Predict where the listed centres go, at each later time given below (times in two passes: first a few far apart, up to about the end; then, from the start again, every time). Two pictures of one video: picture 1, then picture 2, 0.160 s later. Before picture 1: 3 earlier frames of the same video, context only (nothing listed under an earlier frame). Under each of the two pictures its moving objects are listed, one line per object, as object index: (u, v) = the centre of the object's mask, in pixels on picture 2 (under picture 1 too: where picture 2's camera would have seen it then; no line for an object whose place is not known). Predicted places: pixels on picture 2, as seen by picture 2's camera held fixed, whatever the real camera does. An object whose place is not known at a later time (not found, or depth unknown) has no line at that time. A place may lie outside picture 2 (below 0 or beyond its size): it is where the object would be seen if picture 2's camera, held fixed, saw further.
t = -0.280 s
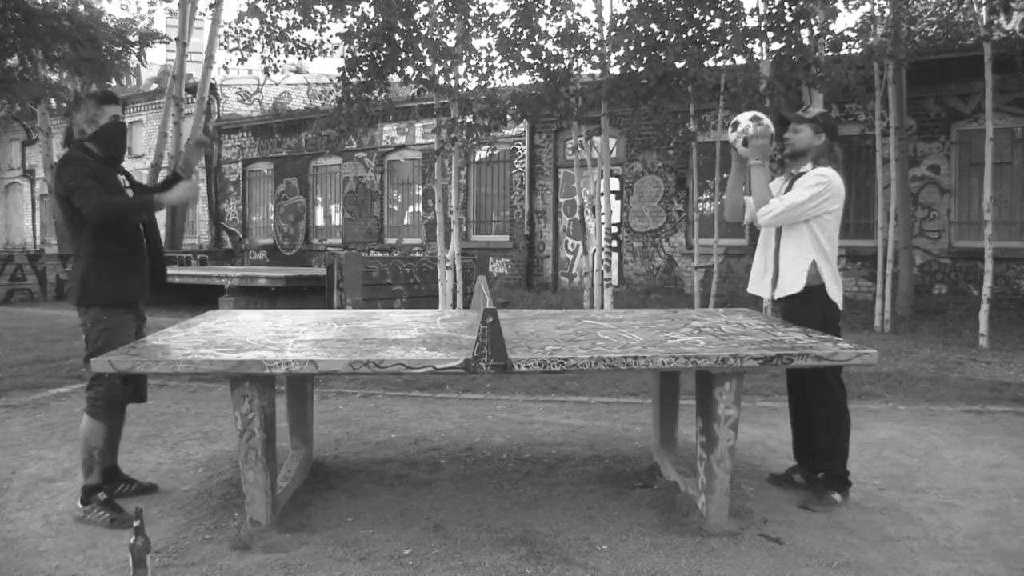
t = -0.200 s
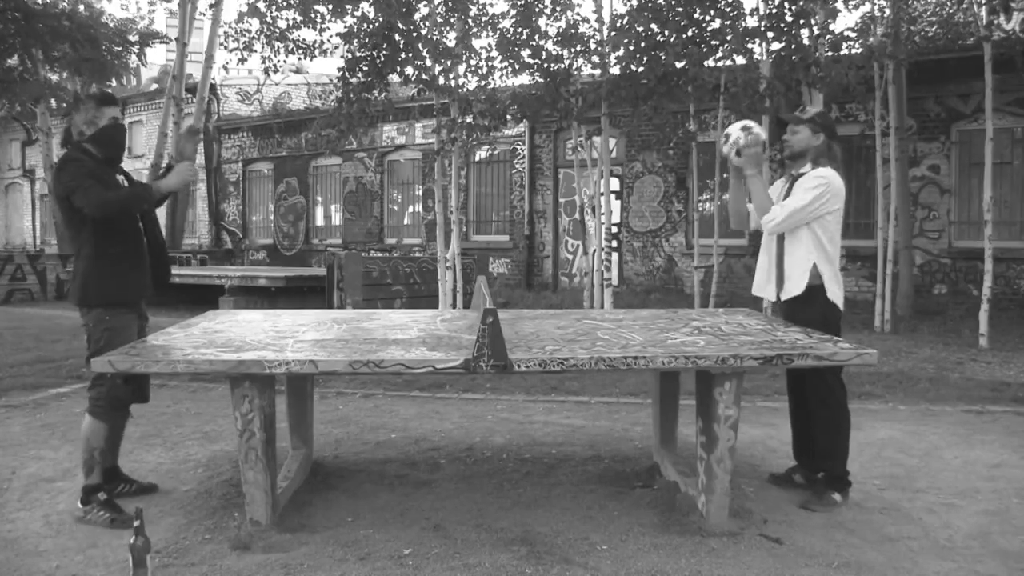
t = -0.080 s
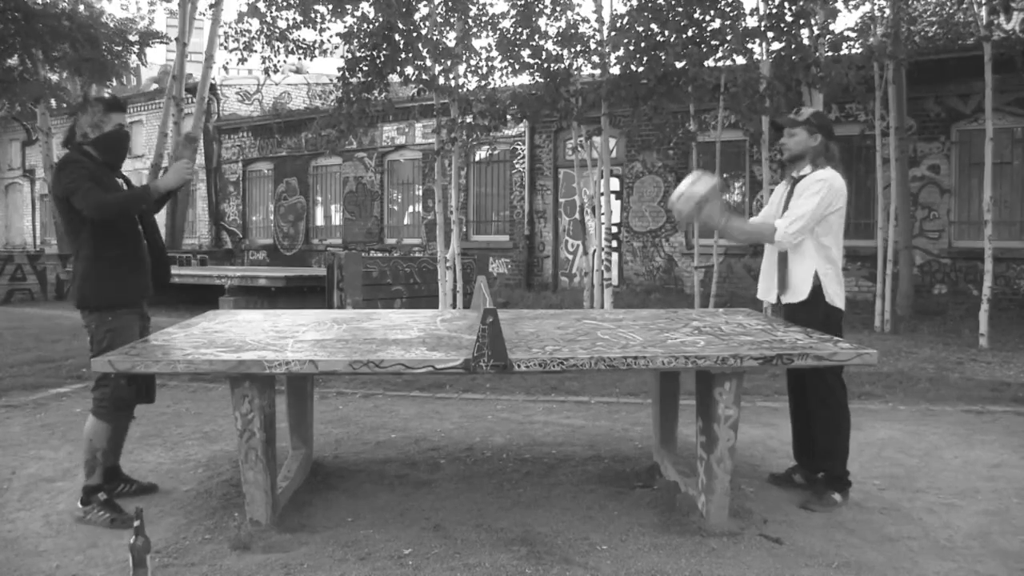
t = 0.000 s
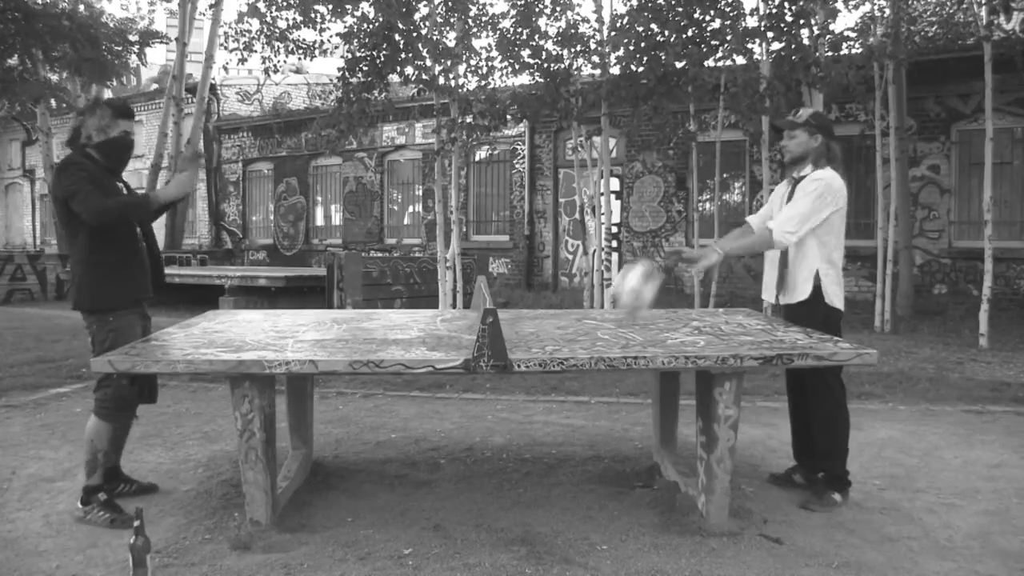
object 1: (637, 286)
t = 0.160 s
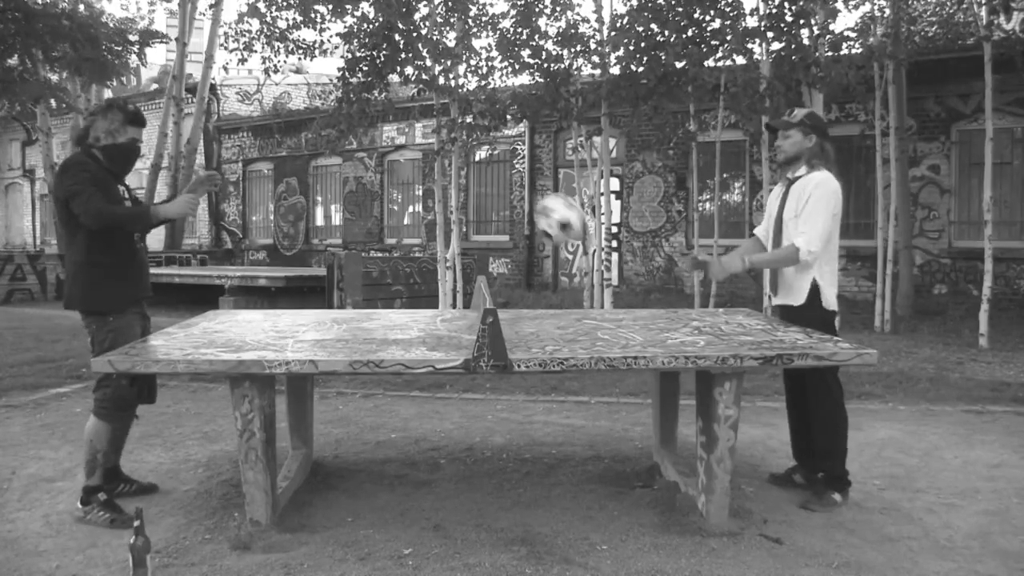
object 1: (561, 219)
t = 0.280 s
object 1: (504, 178)
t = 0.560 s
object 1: (371, 215)
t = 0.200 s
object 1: (541, 201)
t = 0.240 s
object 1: (523, 188)
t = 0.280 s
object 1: (504, 178)
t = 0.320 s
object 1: (485, 174)
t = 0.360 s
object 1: (467, 171)
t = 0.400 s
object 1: (450, 172)
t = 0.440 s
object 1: (430, 175)
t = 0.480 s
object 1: (411, 184)
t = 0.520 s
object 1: (390, 197)
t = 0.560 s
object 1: (371, 215)
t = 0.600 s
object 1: (352, 234)
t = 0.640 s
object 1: (334, 259)
